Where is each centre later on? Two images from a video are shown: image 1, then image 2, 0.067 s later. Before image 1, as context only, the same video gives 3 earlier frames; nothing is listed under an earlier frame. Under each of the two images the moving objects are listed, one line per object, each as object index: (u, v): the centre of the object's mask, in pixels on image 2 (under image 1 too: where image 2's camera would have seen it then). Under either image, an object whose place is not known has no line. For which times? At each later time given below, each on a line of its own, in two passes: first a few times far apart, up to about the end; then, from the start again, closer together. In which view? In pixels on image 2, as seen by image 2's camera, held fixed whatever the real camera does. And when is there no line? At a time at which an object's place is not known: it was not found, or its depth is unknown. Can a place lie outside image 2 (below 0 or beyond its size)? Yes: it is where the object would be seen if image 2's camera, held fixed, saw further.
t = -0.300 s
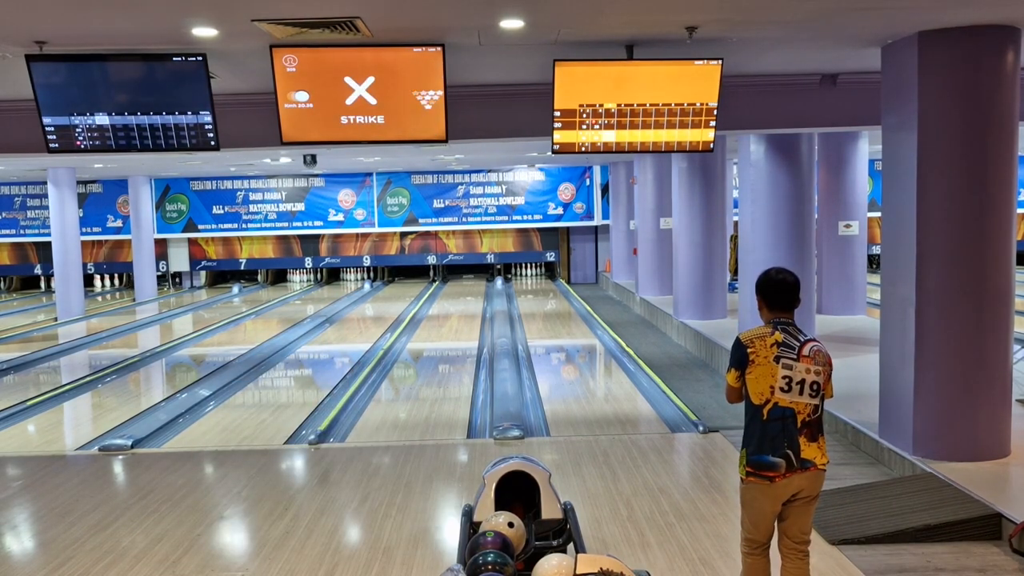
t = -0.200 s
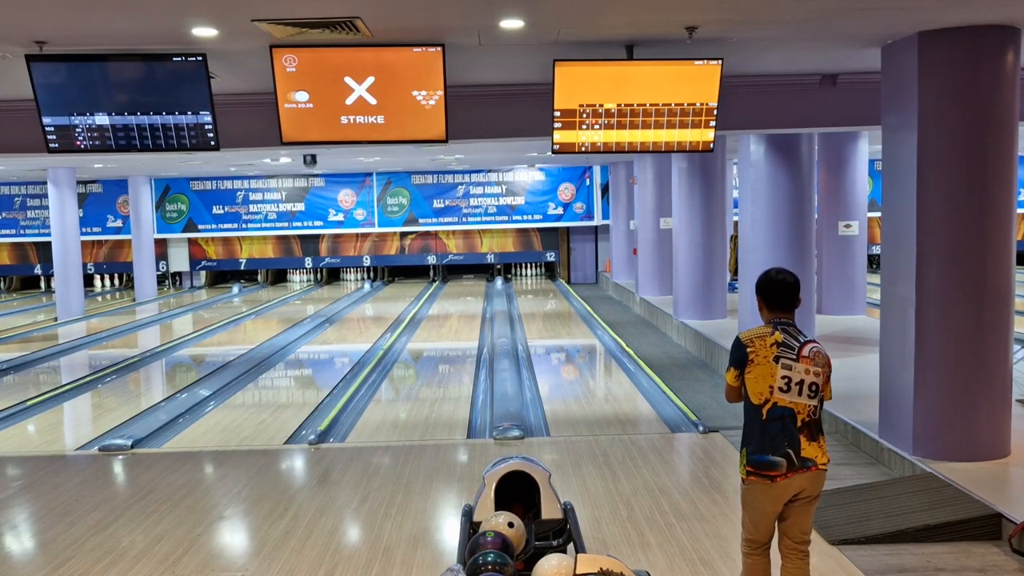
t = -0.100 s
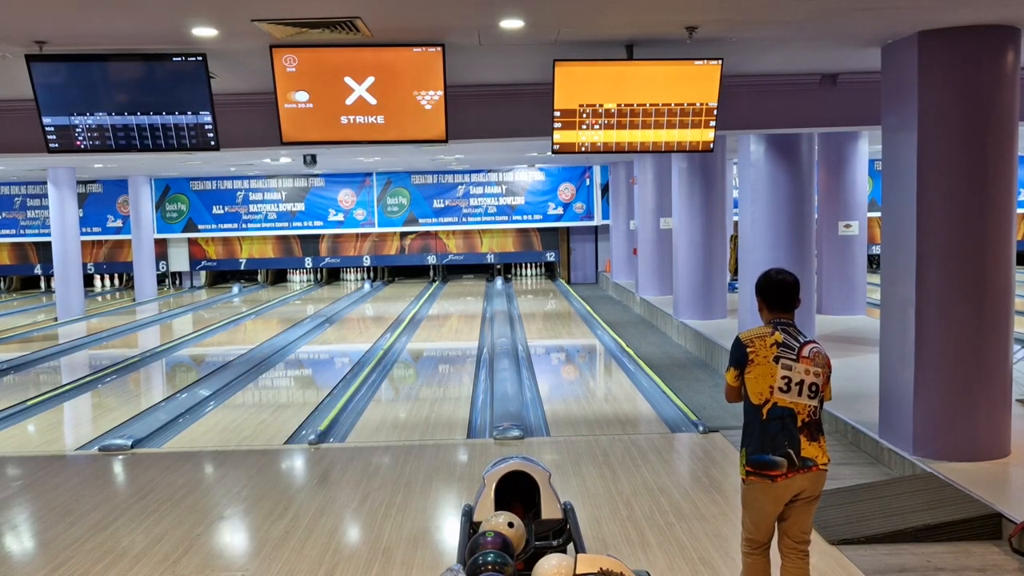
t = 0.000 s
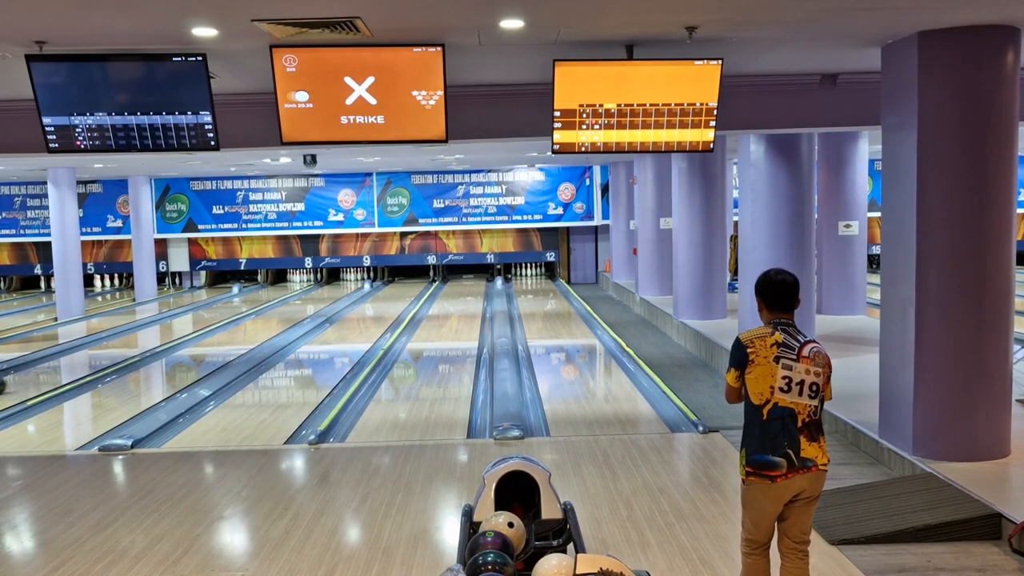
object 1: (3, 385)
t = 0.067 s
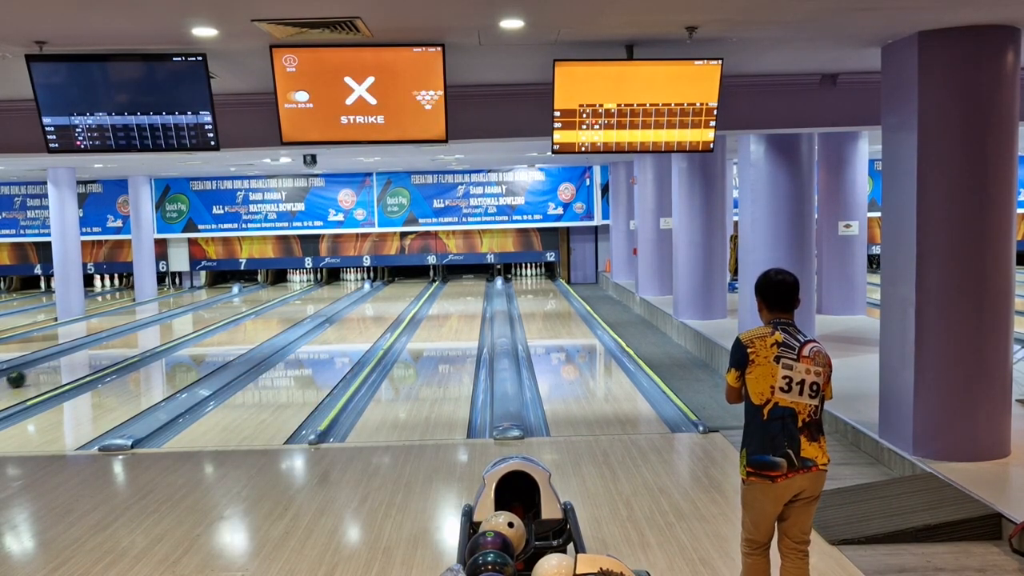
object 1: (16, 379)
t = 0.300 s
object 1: (75, 358)
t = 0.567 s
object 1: (128, 340)
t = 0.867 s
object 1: (173, 325)
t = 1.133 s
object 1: (205, 314)
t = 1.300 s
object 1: (221, 309)
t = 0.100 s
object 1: (25, 376)
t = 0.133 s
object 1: (34, 373)
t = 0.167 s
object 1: (43, 370)
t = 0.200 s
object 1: (52, 366)
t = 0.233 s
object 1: (60, 364)
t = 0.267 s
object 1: (68, 361)
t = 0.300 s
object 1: (75, 358)
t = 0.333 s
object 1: (83, 356)
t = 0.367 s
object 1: (90, 353)
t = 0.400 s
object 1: (97, 351)
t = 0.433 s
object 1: (103, 349)
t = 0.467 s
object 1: (110, 346)
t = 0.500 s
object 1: (116, 345)
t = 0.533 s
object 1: (122, 342)
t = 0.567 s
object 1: (128, 340)
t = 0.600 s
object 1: (133, 338)
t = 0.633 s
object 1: (138, 337)
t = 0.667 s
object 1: (144, 335)
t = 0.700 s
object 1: (149, 333)
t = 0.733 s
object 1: (154, 331)
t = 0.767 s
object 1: (159, 330)
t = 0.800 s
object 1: (164, 328)
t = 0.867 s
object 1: (173, 325)
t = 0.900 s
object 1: (177, 324)
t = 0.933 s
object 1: (182, 322)
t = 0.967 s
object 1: (185, 321)
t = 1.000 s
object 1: (190, 319)
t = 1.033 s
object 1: (194, 318)
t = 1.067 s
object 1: (197, 317)
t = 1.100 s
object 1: (201, 316)
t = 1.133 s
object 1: (205, 314)
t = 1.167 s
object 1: (208, 313)
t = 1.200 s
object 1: (211, 312)
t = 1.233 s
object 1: (215, 311)
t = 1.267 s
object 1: (218, 310)
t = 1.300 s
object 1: (221, 309)
